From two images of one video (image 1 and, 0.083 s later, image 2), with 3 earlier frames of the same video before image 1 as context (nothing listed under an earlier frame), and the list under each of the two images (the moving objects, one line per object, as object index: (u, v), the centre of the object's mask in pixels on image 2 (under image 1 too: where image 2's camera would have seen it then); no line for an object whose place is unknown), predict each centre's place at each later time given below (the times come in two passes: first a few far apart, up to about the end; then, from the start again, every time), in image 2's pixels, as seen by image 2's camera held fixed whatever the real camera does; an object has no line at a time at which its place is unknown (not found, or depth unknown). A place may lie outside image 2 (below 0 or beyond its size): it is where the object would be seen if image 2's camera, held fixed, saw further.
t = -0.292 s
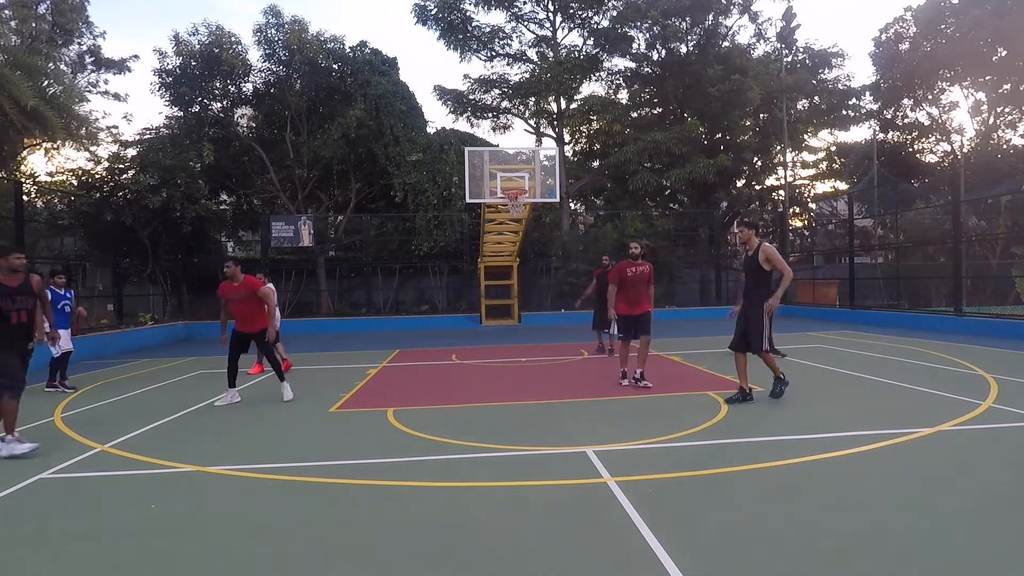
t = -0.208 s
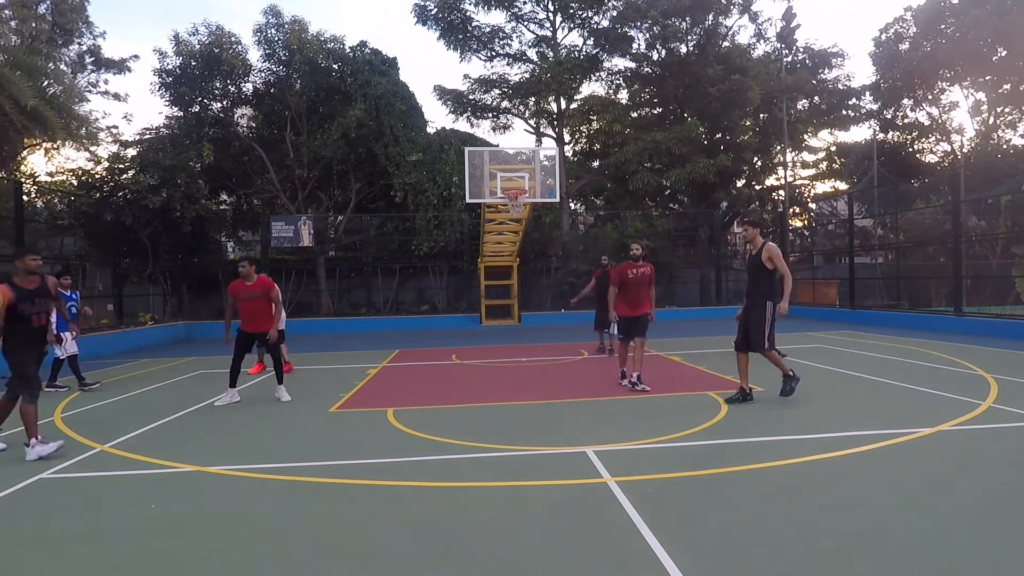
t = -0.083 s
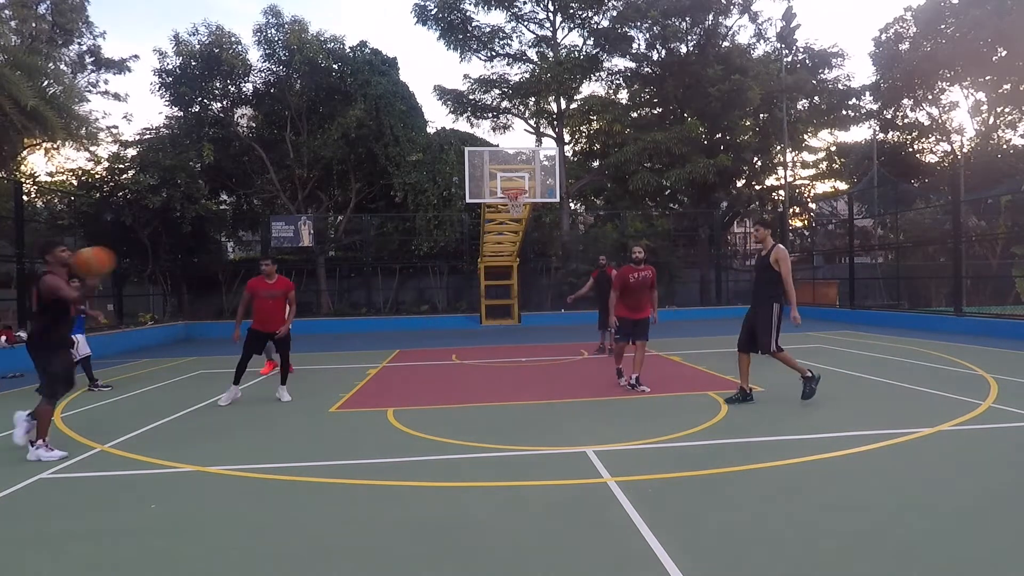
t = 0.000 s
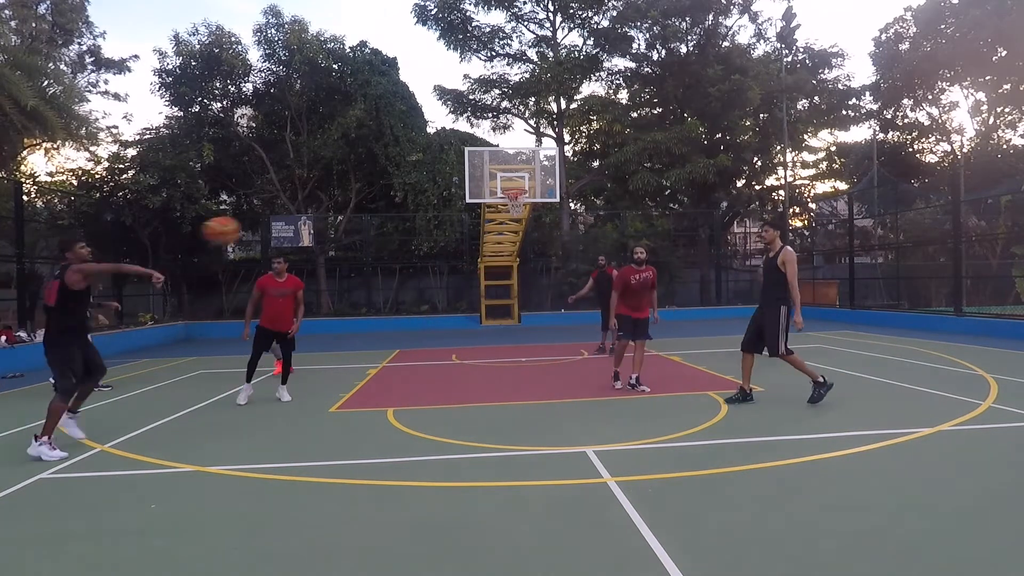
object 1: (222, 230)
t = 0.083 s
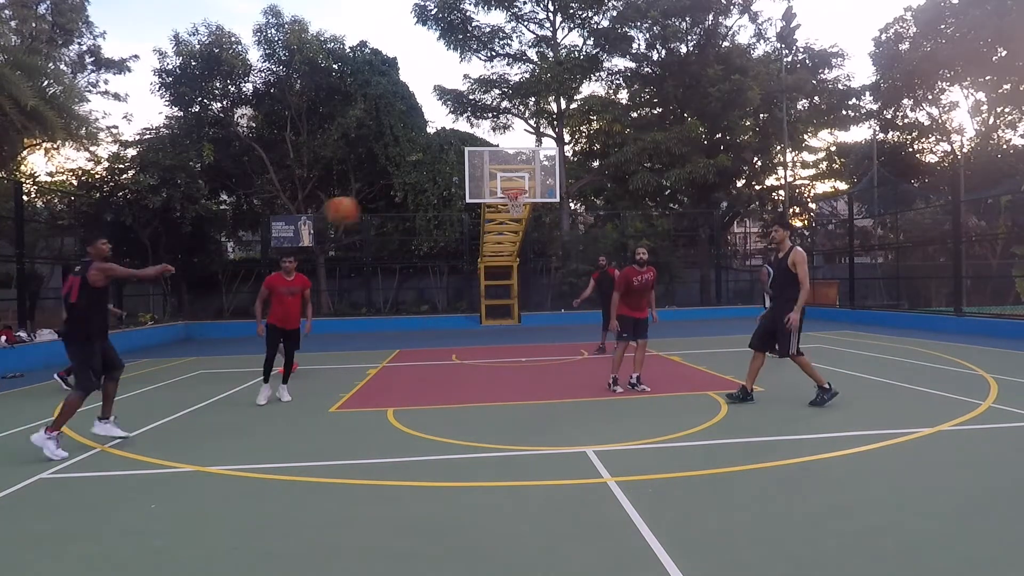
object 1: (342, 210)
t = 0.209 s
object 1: (510, 197)
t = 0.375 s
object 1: (711, 203)
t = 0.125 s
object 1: (400, 203)
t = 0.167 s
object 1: (454, 199)
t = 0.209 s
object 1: (510, 197)
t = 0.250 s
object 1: (565, 194)
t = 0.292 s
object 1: (615, 195)
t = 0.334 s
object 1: (663, 199)
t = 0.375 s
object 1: (711, 203)
